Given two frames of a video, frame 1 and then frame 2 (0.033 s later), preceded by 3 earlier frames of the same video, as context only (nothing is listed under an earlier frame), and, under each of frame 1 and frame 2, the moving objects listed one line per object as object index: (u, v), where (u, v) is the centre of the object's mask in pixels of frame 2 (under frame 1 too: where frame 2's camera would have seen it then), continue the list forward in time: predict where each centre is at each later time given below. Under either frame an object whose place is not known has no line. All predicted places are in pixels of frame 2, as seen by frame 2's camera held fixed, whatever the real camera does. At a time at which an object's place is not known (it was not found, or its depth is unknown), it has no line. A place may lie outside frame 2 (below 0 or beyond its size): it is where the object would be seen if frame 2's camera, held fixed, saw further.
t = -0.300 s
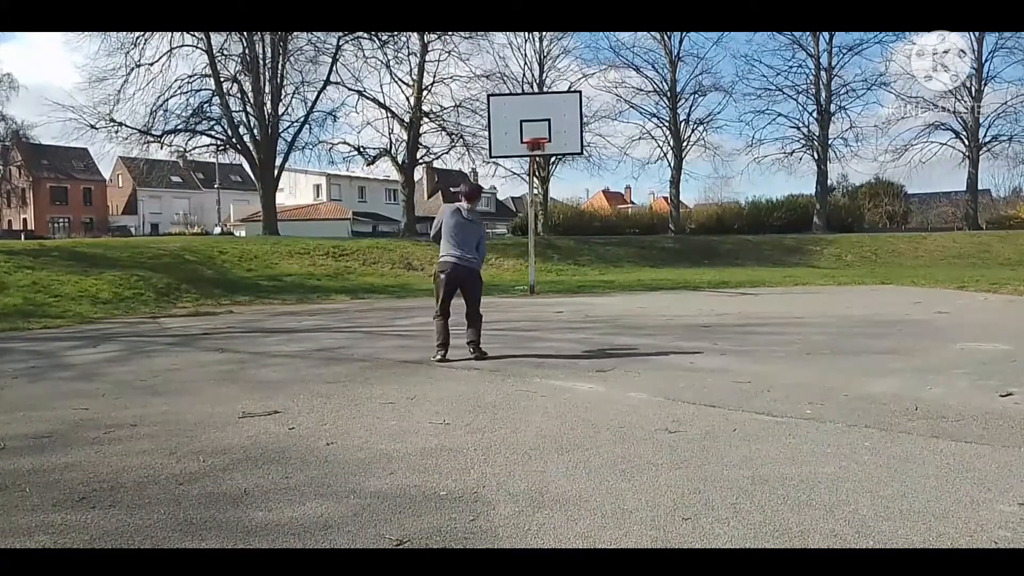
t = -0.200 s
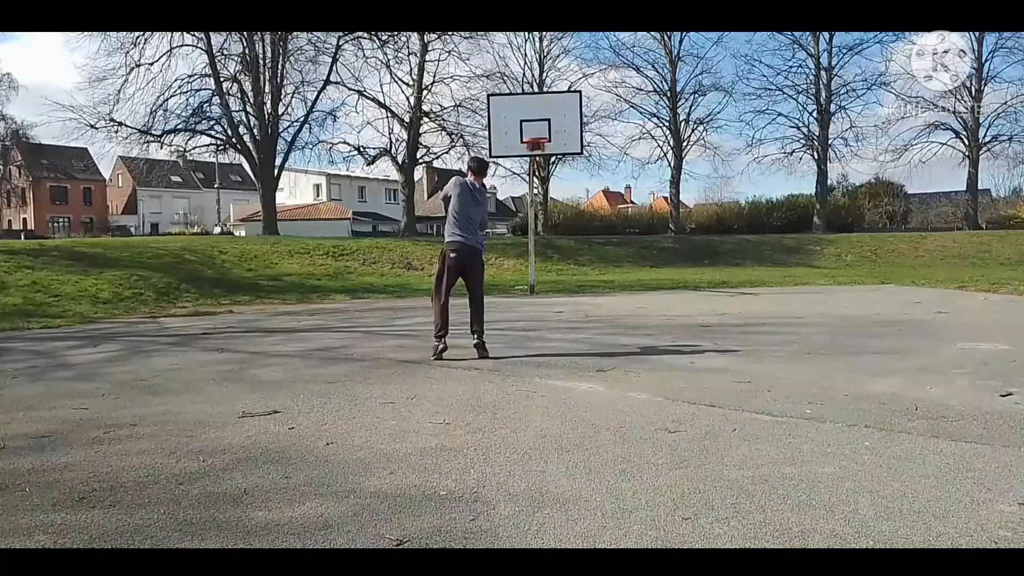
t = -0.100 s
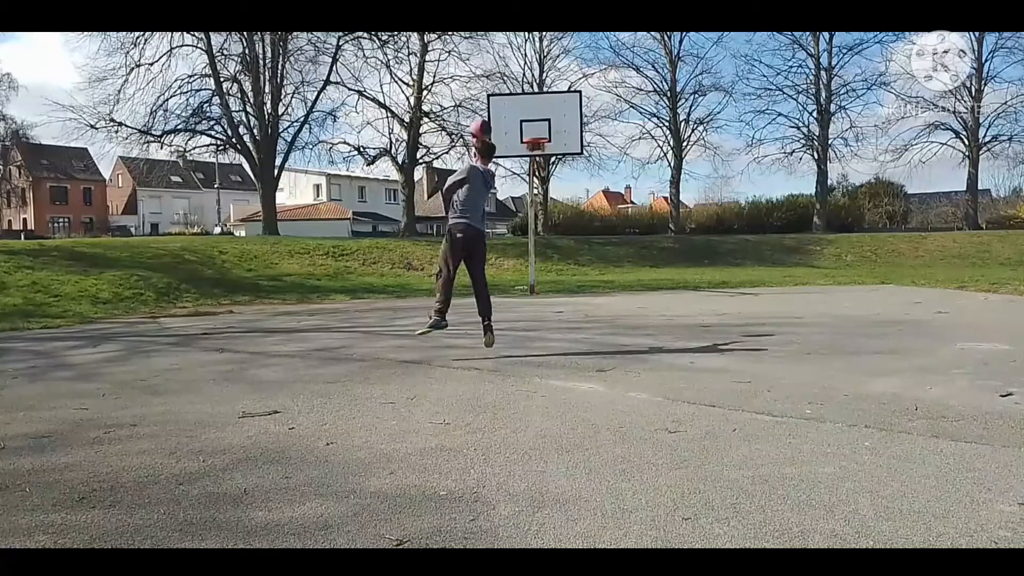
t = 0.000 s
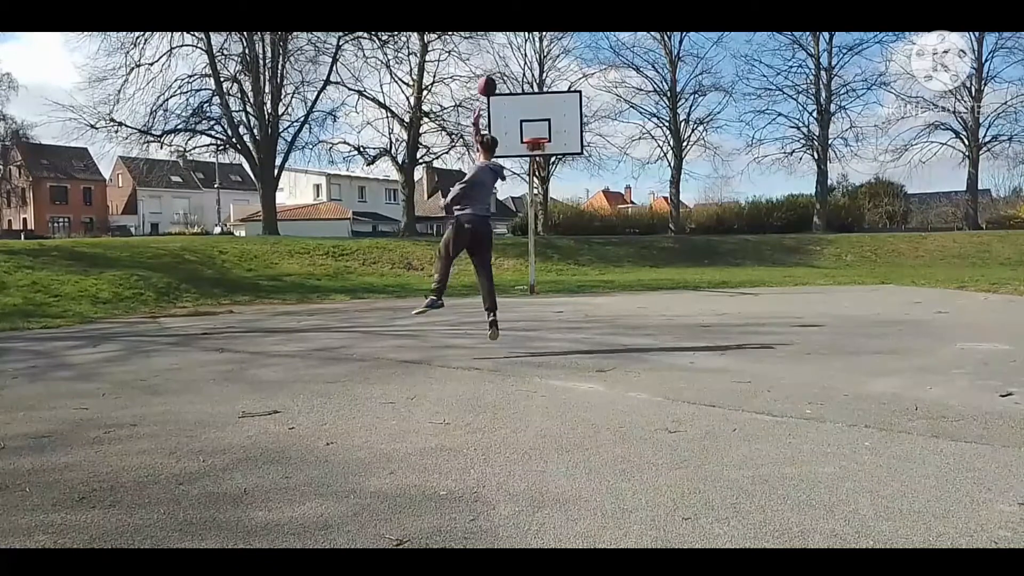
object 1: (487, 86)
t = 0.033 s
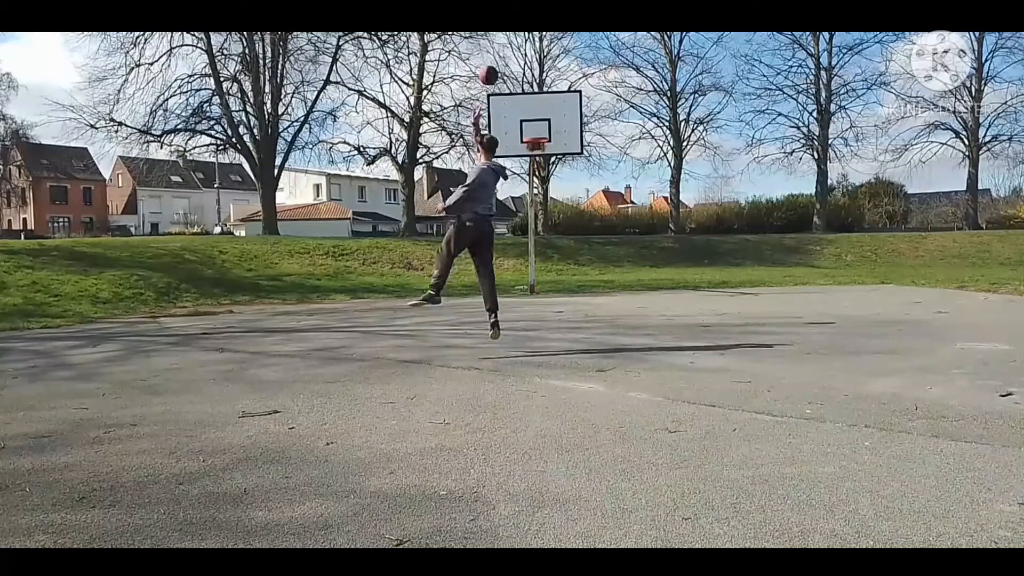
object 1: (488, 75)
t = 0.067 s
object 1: (491, 66)
